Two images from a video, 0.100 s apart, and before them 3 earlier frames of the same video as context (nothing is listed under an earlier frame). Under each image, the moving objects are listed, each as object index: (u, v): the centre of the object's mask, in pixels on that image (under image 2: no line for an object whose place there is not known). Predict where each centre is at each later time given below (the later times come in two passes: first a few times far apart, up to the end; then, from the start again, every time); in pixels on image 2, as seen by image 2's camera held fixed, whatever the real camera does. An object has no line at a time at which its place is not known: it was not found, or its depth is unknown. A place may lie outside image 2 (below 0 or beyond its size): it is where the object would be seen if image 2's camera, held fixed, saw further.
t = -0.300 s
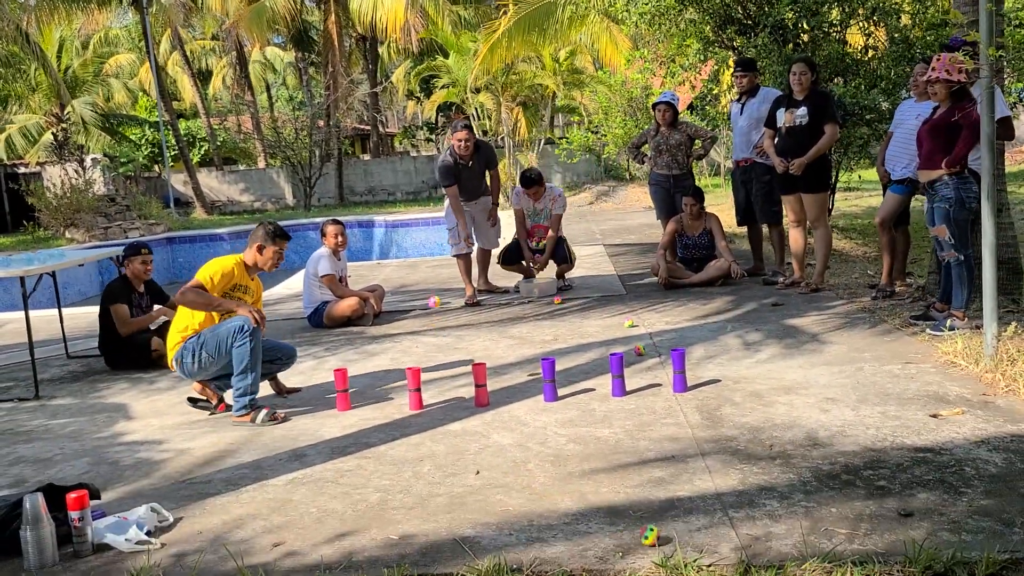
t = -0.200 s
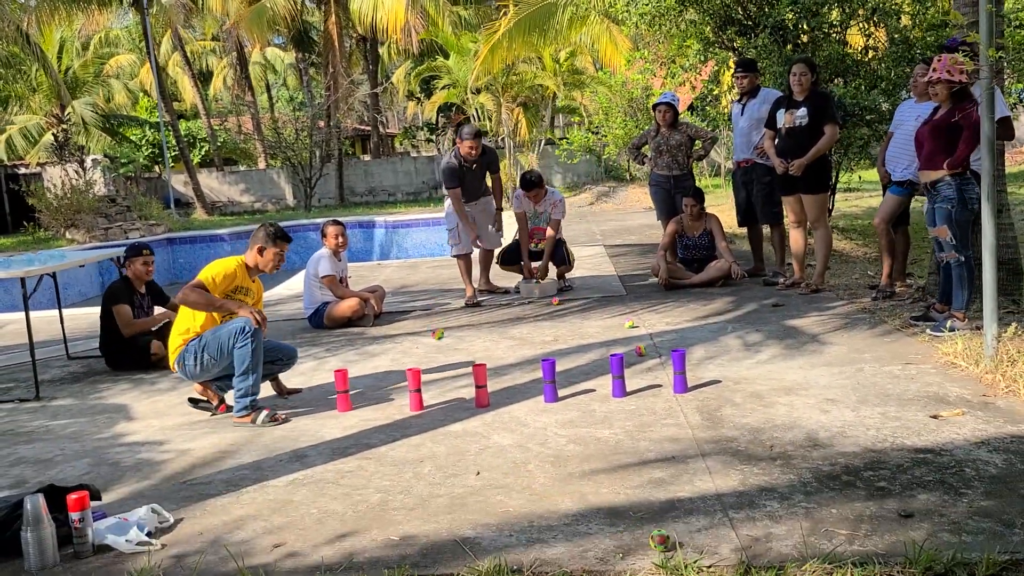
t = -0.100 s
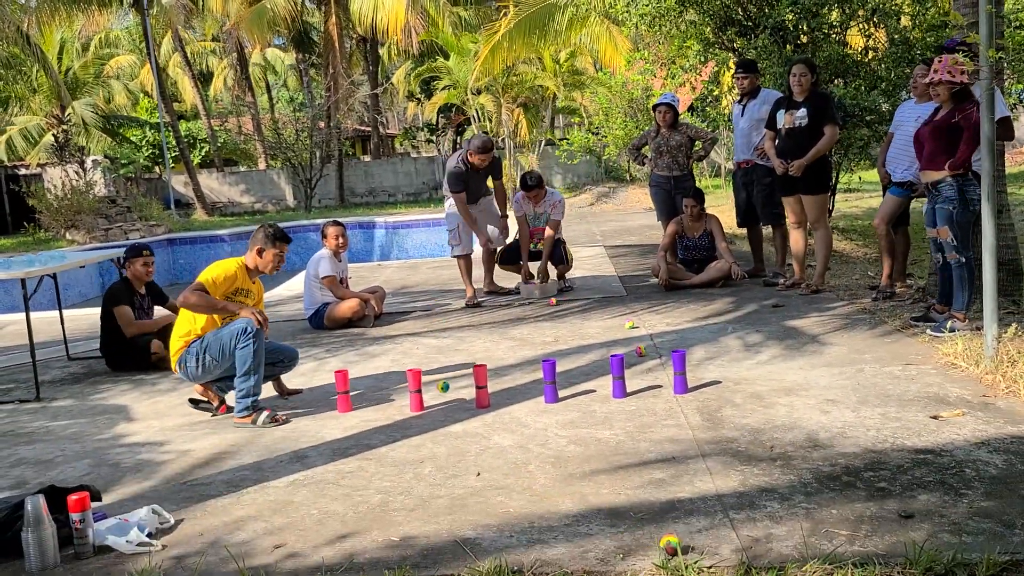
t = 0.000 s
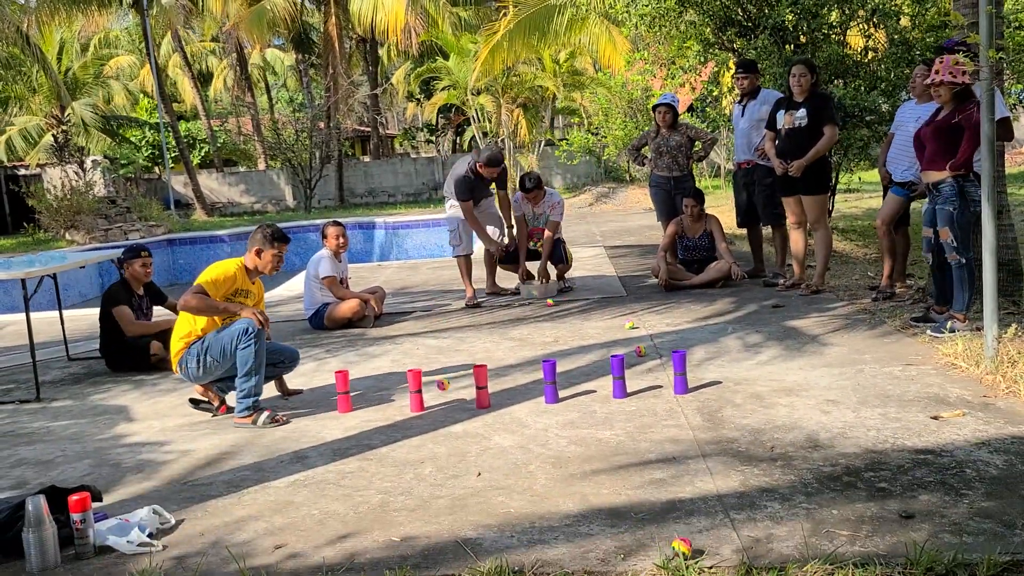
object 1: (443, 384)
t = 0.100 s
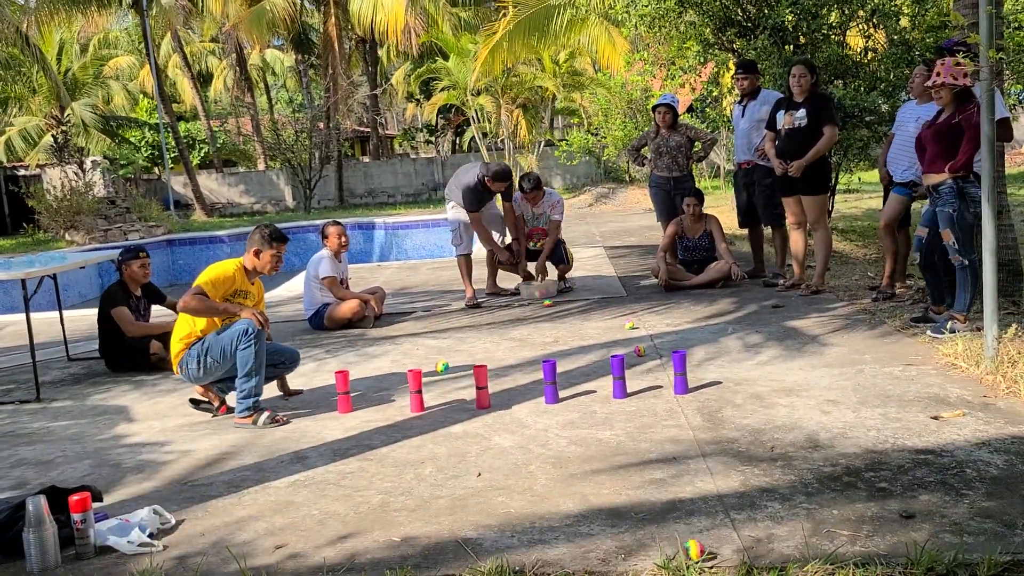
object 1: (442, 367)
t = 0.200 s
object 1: (443, 369)
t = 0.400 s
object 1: (451, 438)
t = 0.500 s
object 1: (450, 418)
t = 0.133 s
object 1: (442, 365)
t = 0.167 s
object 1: (442, 366)
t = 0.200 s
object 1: (443, 369)
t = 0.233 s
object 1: (443, 374)
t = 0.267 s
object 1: (445, 382)
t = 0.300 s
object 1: (446, 393)
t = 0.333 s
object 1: (448, 407)
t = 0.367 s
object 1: (449, 422)
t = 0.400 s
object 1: (451, 438)
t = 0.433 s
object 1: (450, 428)
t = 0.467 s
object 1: (450, 421)
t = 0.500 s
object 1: (450, 418)
